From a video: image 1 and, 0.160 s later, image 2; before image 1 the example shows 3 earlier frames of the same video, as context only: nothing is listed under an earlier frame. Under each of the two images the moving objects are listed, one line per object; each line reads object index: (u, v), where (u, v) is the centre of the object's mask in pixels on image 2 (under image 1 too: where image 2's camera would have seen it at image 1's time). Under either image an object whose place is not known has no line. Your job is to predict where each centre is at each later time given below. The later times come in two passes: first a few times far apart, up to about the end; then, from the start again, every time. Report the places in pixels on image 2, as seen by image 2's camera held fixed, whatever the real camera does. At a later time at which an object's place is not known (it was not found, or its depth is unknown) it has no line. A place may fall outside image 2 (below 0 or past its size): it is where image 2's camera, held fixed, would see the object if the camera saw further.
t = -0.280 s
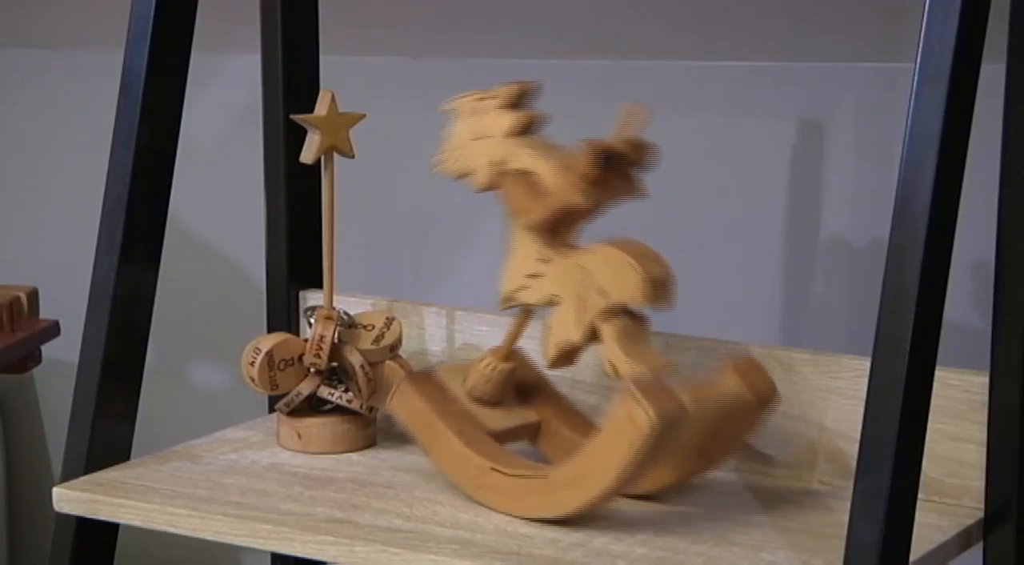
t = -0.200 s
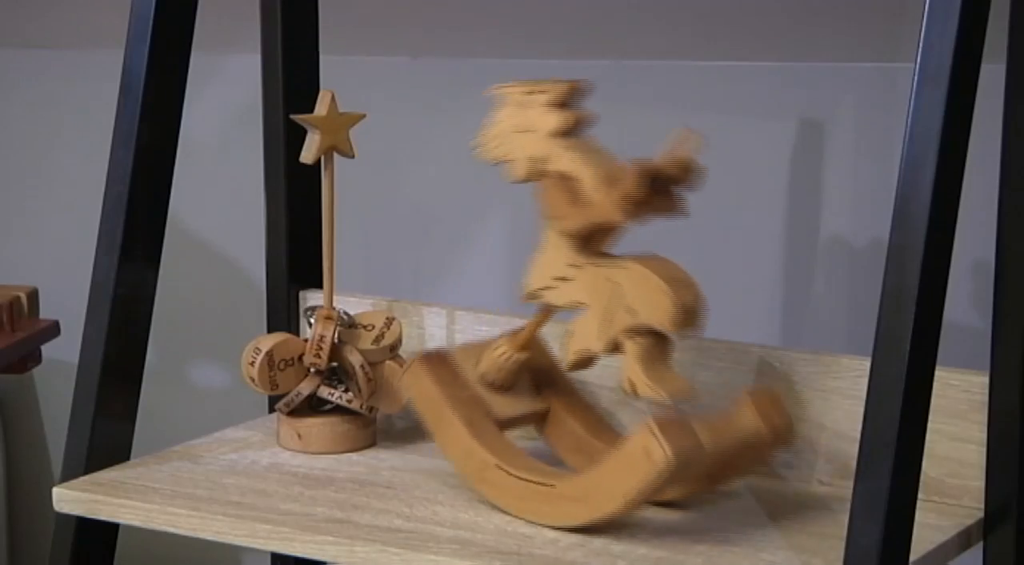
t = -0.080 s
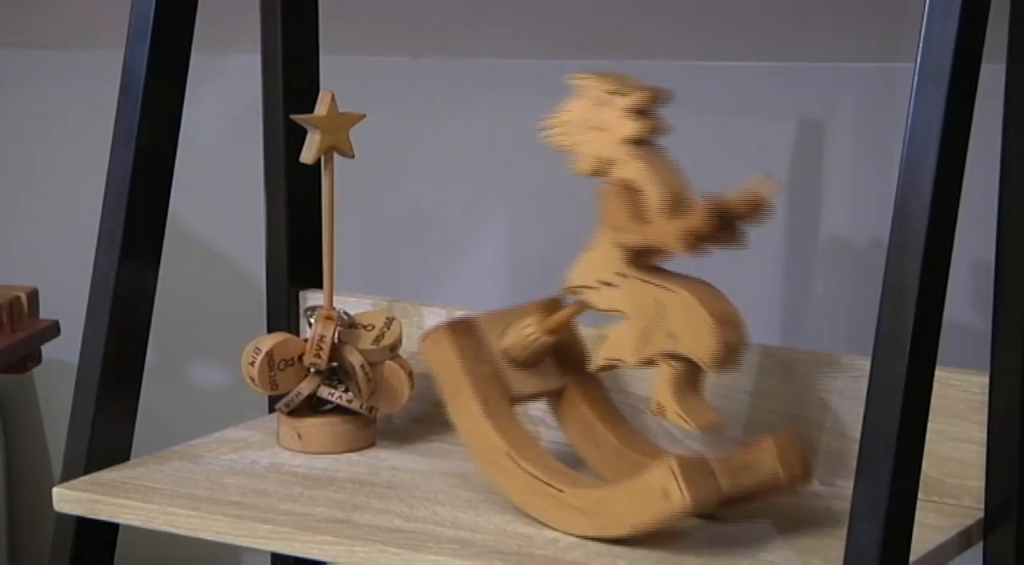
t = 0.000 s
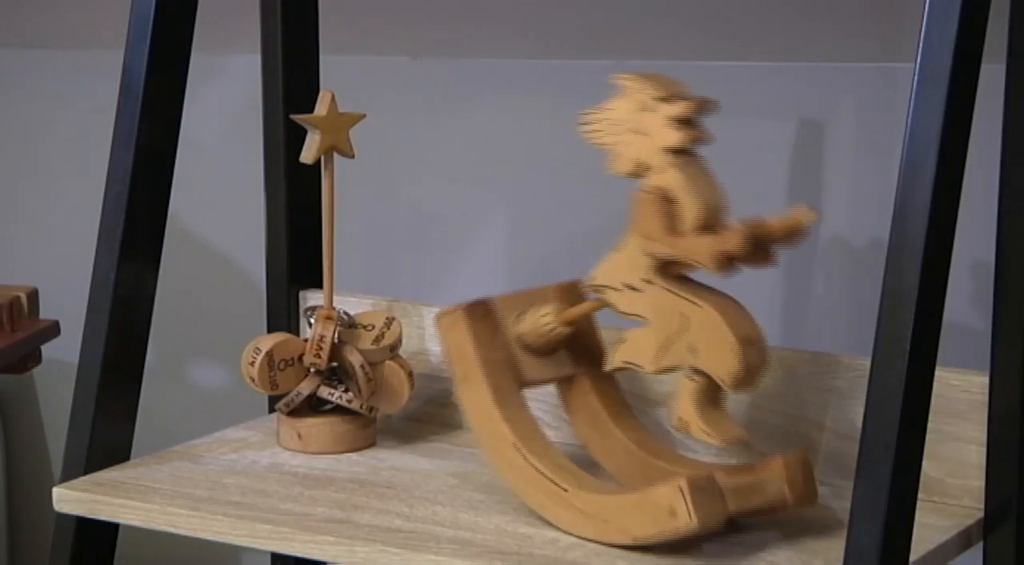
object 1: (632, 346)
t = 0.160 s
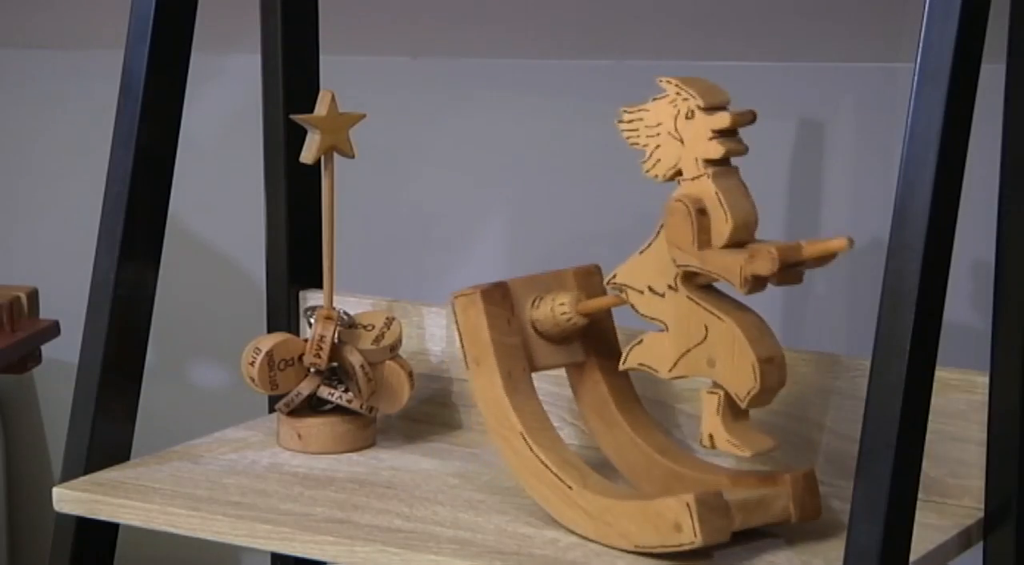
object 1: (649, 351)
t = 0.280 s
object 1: (640, 348)
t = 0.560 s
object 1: (580, 338)
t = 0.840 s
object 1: (535, 323)
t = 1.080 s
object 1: (529, 321)
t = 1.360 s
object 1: (568, 333)
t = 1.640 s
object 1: (627, 345)
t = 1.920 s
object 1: (639, 348)
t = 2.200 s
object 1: (583, 336)
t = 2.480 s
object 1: (540, 325)
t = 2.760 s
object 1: (532, 322)
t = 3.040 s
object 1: (567, 333)
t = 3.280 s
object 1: (614, 341)
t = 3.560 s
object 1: (641, 349)
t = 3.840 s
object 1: (597, 339)
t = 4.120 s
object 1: (550, 328)
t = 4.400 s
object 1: (530, 322)
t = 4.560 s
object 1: (539, 325)
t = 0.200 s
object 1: (648, 351)
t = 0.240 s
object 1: (645, 350)
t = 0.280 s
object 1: (640, 348)
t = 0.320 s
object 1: (634, 347)
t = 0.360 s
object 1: (625, 344)
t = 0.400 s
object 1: (616, 341)
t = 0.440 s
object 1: (607, 339)
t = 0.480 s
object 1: (598, 339)
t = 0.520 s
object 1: (588, 337)
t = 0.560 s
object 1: (580, 338)
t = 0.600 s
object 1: (572, 335)
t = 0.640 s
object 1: (564, 333)
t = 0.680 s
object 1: (557, 330)
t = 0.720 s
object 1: (550, 328)
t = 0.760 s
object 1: (545, 326)
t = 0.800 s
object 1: (540, 325)
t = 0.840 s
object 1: (535, 323)
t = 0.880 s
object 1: (530, 322)
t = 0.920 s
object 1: (527, 321)
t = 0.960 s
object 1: (526, 320)
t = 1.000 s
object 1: (525, 320)
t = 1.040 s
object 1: (527, 320)
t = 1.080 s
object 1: (529, 321)
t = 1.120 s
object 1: (533, 322)
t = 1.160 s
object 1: (538, 324)
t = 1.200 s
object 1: (543, 326)
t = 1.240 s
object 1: (548, 327)
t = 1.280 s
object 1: (554, 329)
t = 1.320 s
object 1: (561, 332)
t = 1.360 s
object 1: (568, 333)
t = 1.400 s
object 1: (577, 336)
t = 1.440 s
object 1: (582, 336)
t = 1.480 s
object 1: (592, 337)
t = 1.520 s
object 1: (601, 339)
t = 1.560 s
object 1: (610, 340)
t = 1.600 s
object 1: (618, 342)
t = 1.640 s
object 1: (627, 345)
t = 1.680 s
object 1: (634, 347)
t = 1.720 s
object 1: (640, 348)
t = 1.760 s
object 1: (643, 350)
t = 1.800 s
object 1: (645, 350)
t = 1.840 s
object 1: (645, 350)
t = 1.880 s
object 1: (643, 350)
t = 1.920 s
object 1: (639, 348)
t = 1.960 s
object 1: (634, 347)
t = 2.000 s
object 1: (627, 345)
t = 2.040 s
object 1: (618, 342)
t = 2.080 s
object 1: (610, 340)
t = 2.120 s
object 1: (601, 339)
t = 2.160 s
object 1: (593, 337)
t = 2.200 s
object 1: (583, 336)
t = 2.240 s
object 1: (578, 337)
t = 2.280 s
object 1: (569, 334)
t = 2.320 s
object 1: (561, 332)
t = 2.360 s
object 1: (555, 330)
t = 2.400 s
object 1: (550, 328)
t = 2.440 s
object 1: (545, 326)
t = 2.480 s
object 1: (540, 325)
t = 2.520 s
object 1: (536, 324)
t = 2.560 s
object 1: (532, 323)
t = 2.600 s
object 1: (529, 321)
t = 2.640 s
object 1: (528, 321)
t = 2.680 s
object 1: (528, 321)
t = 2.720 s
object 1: (529, 321)
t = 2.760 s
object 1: (532, 322)
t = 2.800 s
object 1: (535, 323)
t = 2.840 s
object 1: (540, 325)
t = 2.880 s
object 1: (544, 326)
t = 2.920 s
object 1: (549, 328)
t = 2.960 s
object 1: (555, 330)
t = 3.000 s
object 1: (560, 332)
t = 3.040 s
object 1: (567, 333)
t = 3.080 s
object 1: (575, 336)
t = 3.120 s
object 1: (583, 338)
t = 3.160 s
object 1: (590, 337)
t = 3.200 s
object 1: (598, 338)
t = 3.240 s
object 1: (606, 339)
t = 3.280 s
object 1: (614, 341)
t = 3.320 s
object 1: (622, 344)
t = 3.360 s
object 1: (629, 346)
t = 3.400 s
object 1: (634, 347)
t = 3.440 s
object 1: (639, 349)
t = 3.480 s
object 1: (641, 349)
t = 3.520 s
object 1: (642, 349)
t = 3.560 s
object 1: (641, 349)
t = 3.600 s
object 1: (638, 348)
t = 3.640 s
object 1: (634, 347)
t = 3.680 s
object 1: (627, 345)
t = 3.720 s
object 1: (620, 343)
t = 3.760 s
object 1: (613, 342)
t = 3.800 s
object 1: (605, 340)
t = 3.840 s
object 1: (597, 339)
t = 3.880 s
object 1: (588, 337)
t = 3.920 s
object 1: (581, 336)
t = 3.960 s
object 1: (575, 335)
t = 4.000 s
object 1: (567, 333)
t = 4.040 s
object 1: (560, 332)
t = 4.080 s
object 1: (554, 330)
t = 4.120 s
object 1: (550, 328)
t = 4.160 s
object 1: (545, 327)
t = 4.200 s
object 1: (541, 326)
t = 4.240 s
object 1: (537, 324)
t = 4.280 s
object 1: (534, 324)
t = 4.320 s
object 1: (532, 323)
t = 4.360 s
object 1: (530, 322)
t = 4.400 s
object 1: (530, 322)
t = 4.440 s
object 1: (531, 323)
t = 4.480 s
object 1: (533, 323)
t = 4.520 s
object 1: (536, 324)
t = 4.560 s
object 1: (539, 325)
